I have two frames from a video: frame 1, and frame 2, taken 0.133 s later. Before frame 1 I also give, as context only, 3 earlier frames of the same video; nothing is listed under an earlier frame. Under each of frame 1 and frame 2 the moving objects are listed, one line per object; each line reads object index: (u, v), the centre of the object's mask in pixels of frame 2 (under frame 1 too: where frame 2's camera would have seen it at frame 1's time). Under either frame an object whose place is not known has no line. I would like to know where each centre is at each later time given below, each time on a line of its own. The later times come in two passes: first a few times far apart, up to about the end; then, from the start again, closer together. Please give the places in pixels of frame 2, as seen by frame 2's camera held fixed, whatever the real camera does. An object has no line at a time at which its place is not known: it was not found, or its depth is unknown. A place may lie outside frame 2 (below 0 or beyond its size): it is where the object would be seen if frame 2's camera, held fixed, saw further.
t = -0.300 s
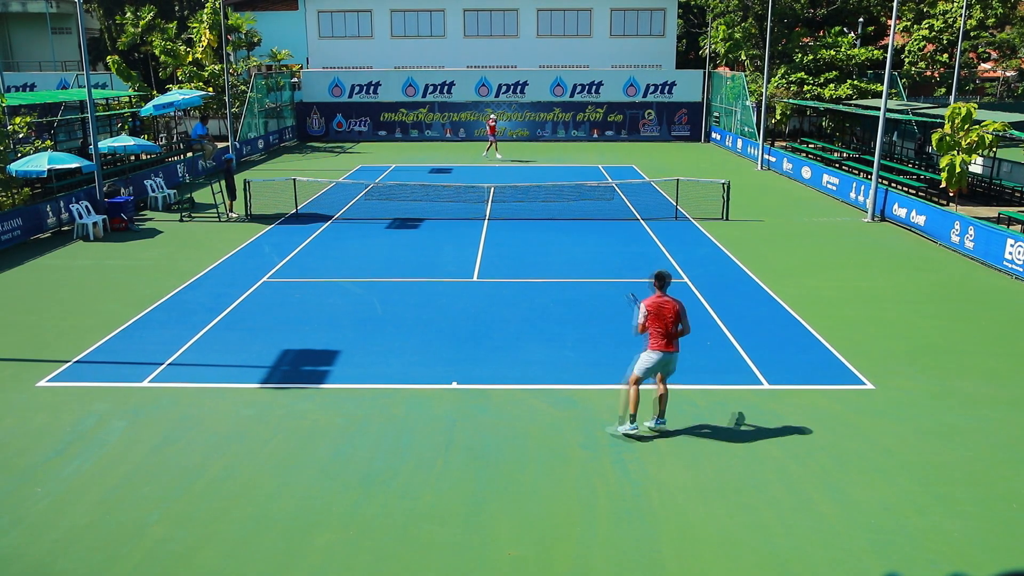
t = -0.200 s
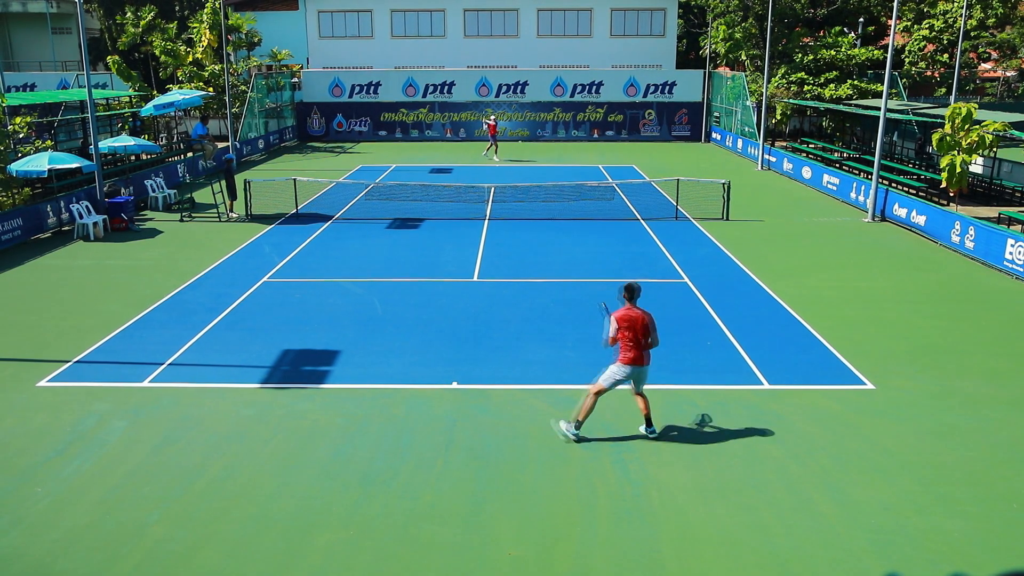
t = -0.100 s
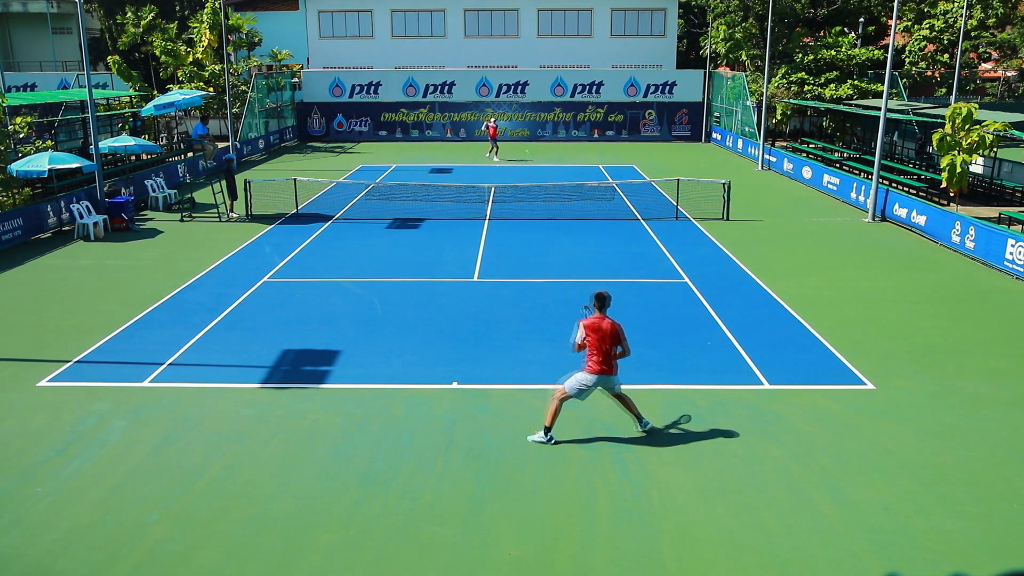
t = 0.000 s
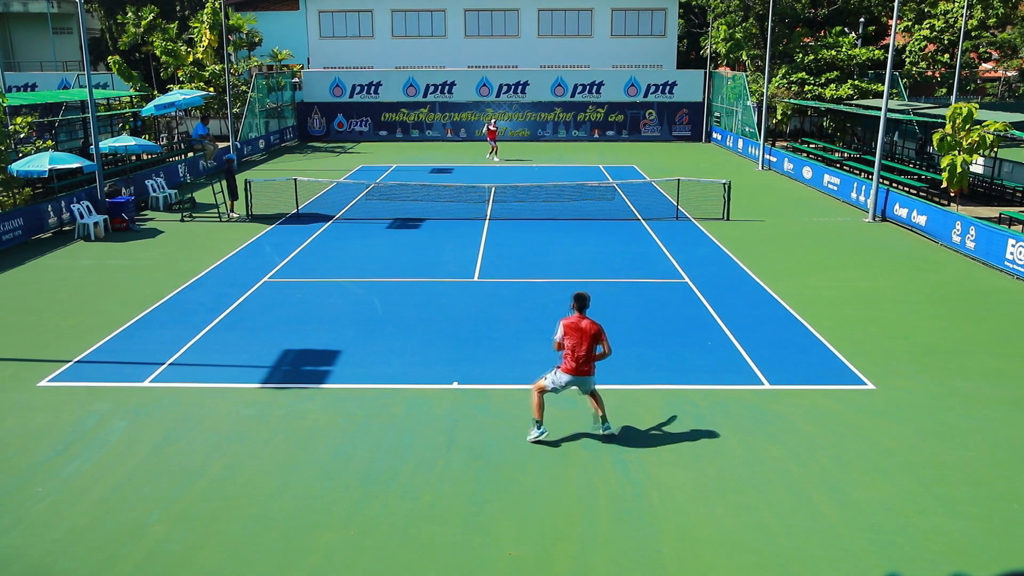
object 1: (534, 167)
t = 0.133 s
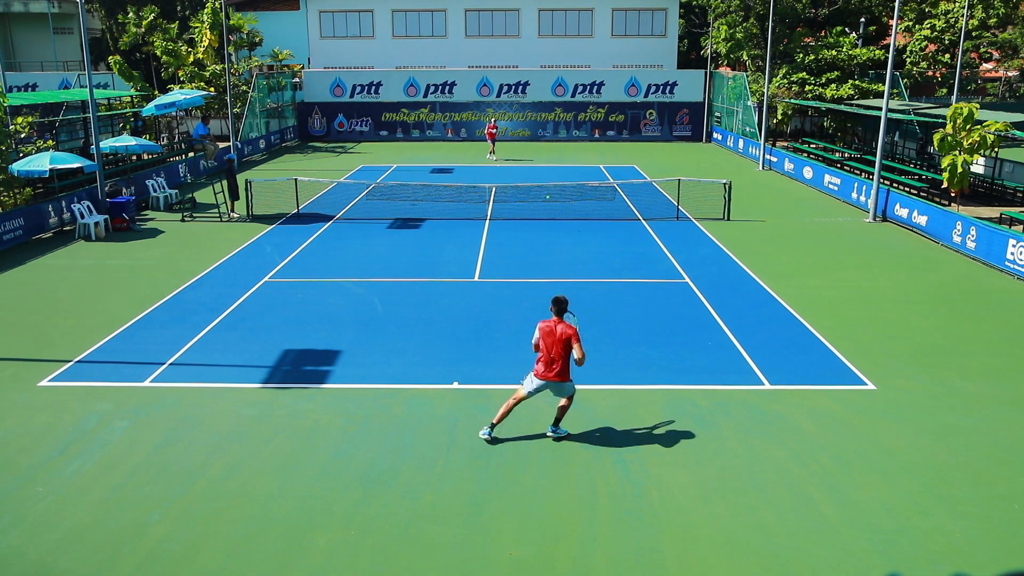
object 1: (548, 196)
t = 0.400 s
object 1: (578, 265)
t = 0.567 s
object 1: (598, 274)
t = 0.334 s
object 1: (573, 267)
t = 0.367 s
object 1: (577, 267)
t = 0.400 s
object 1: (578, 265)
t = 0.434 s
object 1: (583, 265)
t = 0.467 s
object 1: (585, 266)
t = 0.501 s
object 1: (591, 267)
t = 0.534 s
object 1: (594, 270)
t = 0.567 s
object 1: (598, 274)
